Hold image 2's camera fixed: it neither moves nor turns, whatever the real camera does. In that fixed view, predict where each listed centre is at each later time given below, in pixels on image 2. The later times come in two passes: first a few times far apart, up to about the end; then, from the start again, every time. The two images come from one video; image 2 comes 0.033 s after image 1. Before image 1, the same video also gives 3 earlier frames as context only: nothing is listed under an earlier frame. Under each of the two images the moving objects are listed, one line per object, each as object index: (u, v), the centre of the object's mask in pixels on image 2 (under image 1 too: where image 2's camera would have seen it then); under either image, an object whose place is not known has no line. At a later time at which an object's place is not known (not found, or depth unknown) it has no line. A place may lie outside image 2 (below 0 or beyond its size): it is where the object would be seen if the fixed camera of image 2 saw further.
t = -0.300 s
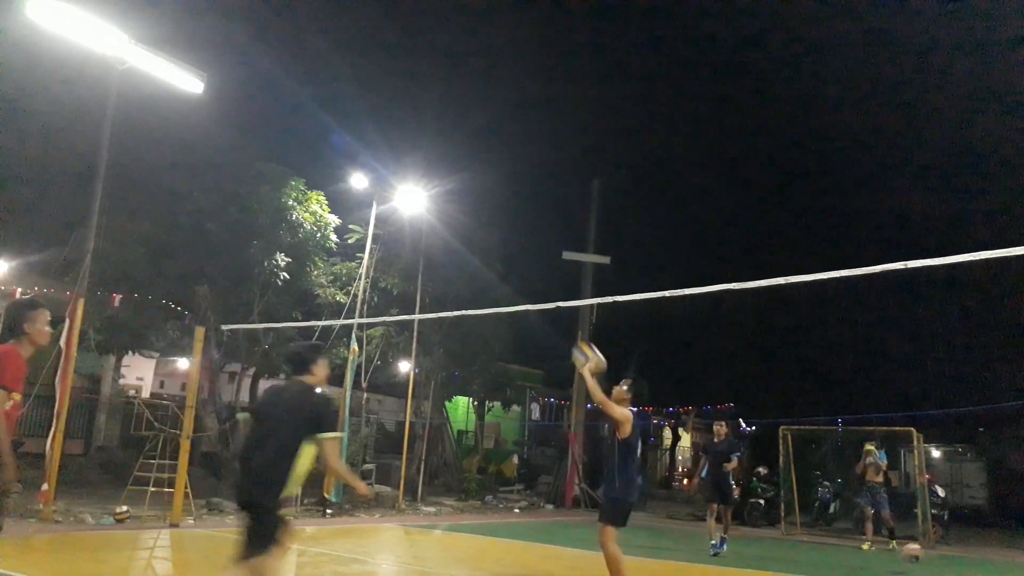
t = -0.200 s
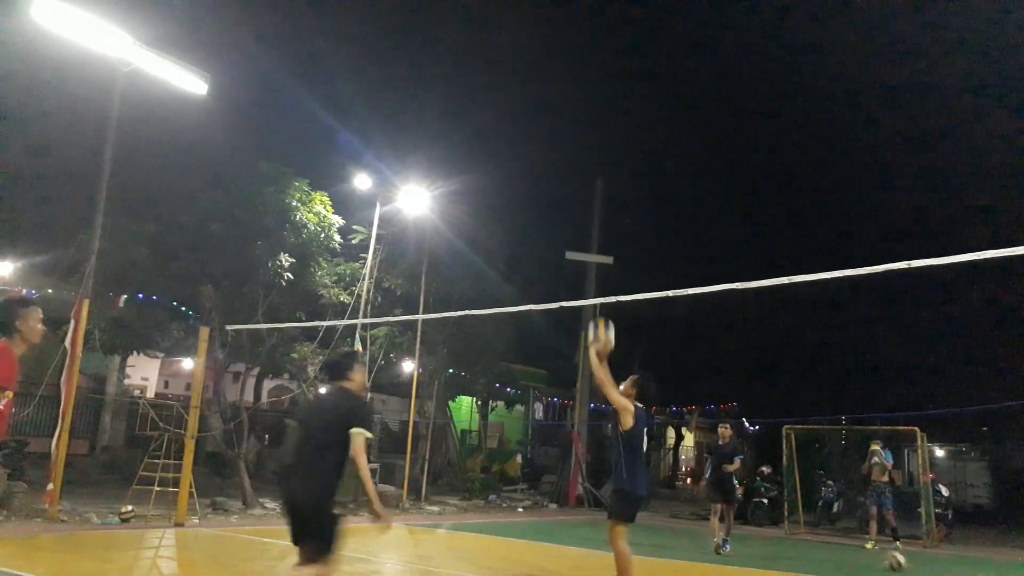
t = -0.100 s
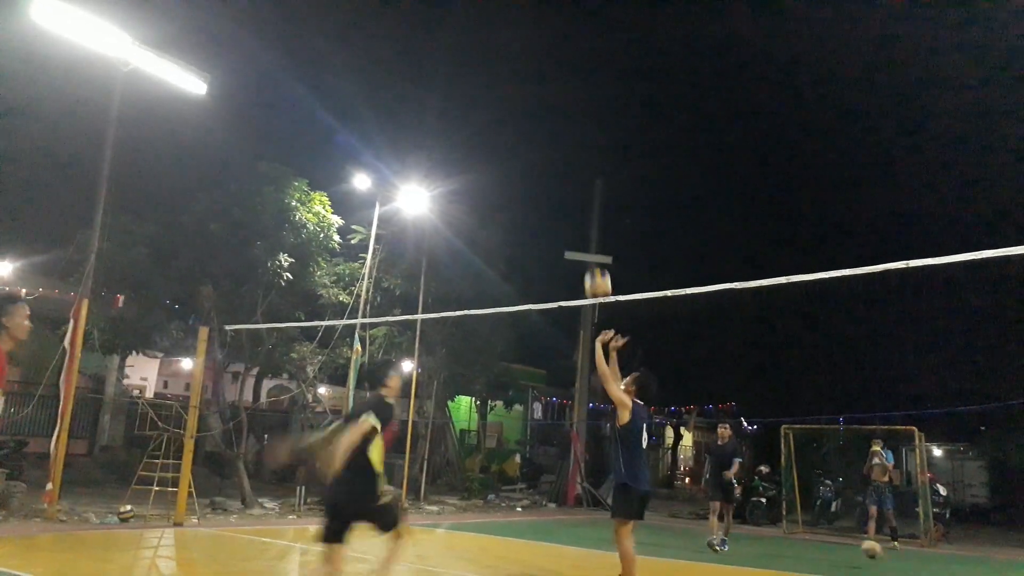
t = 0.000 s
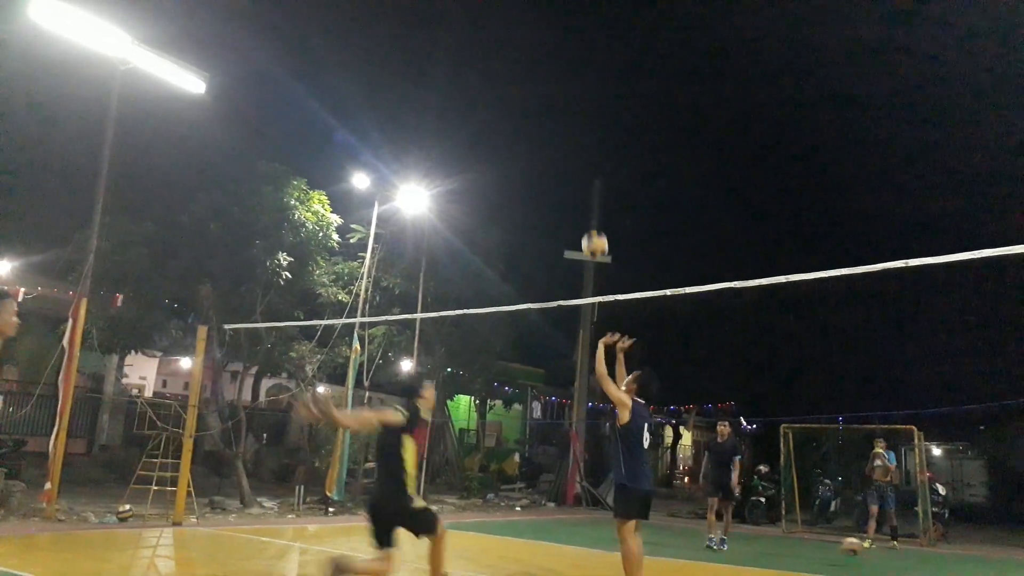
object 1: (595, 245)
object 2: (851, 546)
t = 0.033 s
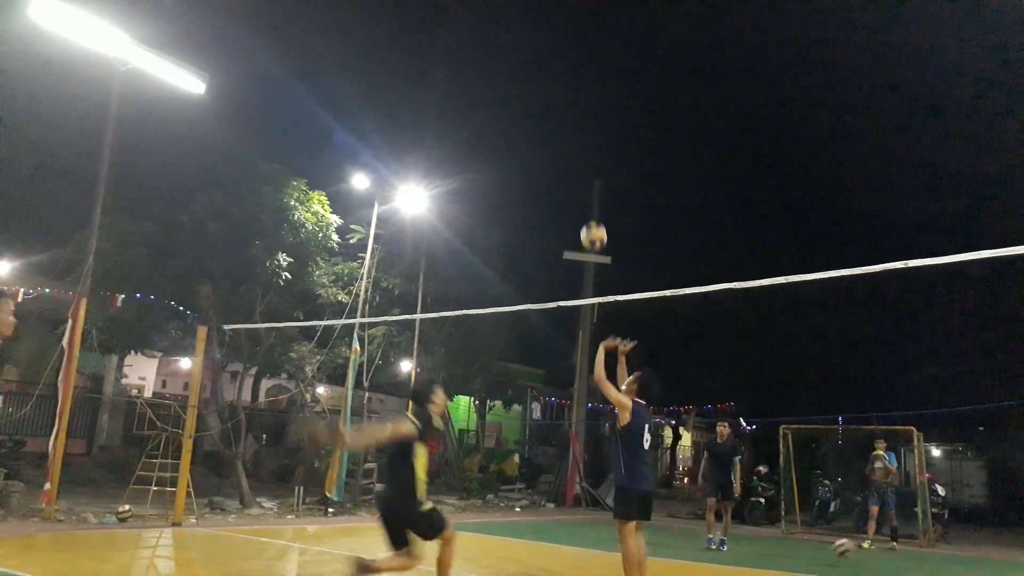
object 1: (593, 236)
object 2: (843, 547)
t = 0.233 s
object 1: (588, 204)
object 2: (805, 547)
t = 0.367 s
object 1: (582, 206)
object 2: (781, 547)
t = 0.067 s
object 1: (593, 228)
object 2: (837, 550)
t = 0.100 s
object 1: (592, 220)
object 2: (831, 553)
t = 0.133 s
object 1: (591, 214)
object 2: (825, 554)
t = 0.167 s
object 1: (590, 210)
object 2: (818, 550)
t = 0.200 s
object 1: (589, 206)
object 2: (811, 548)
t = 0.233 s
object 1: (588, 204)
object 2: (805, 547)
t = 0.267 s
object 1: (586, 203)
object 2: (800, 545)
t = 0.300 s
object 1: (585, 203)
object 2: (794, 544)
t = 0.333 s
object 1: (584, 204)
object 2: (787, 545)
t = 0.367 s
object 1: (582, 206)
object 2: (781, 547)
